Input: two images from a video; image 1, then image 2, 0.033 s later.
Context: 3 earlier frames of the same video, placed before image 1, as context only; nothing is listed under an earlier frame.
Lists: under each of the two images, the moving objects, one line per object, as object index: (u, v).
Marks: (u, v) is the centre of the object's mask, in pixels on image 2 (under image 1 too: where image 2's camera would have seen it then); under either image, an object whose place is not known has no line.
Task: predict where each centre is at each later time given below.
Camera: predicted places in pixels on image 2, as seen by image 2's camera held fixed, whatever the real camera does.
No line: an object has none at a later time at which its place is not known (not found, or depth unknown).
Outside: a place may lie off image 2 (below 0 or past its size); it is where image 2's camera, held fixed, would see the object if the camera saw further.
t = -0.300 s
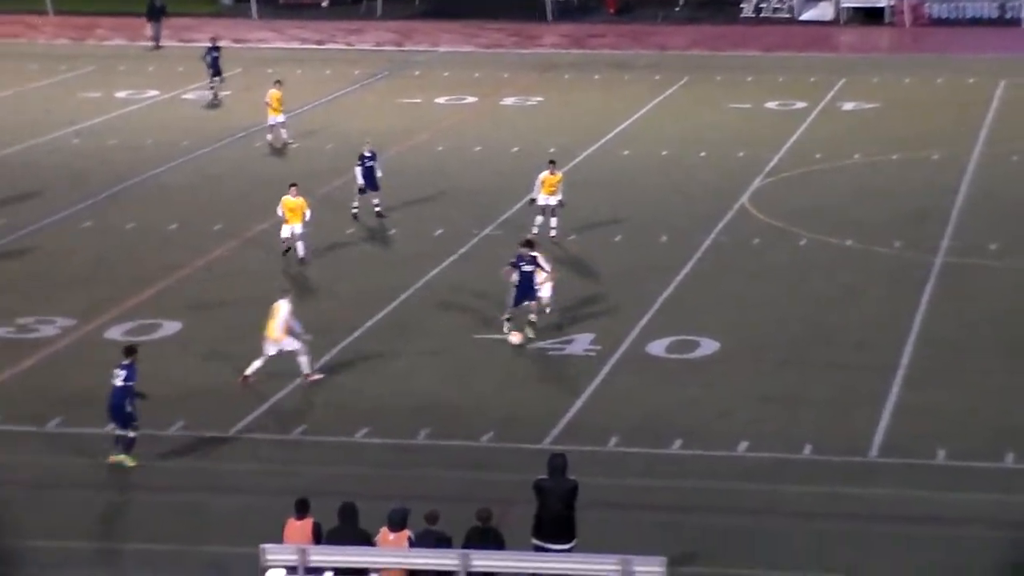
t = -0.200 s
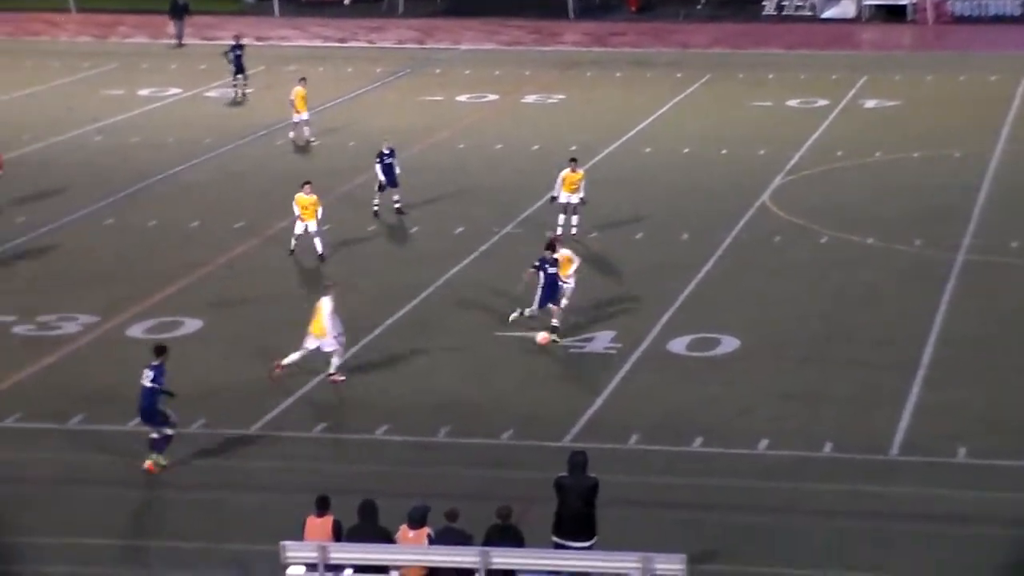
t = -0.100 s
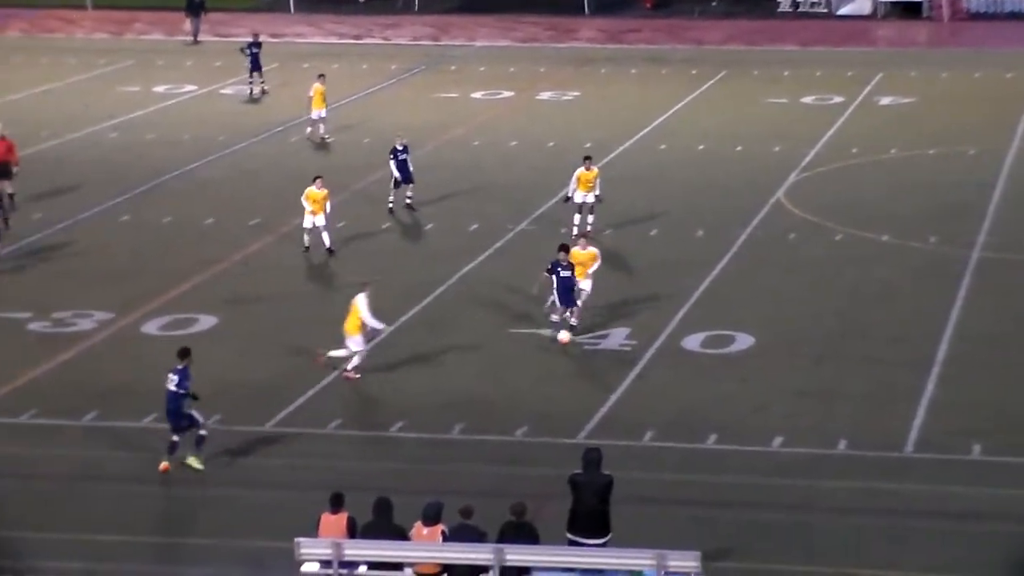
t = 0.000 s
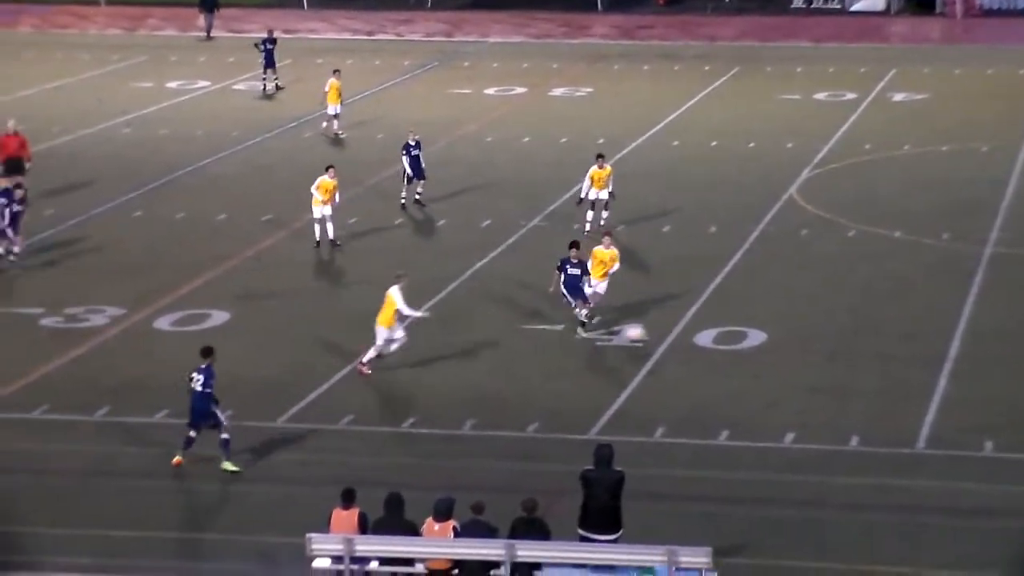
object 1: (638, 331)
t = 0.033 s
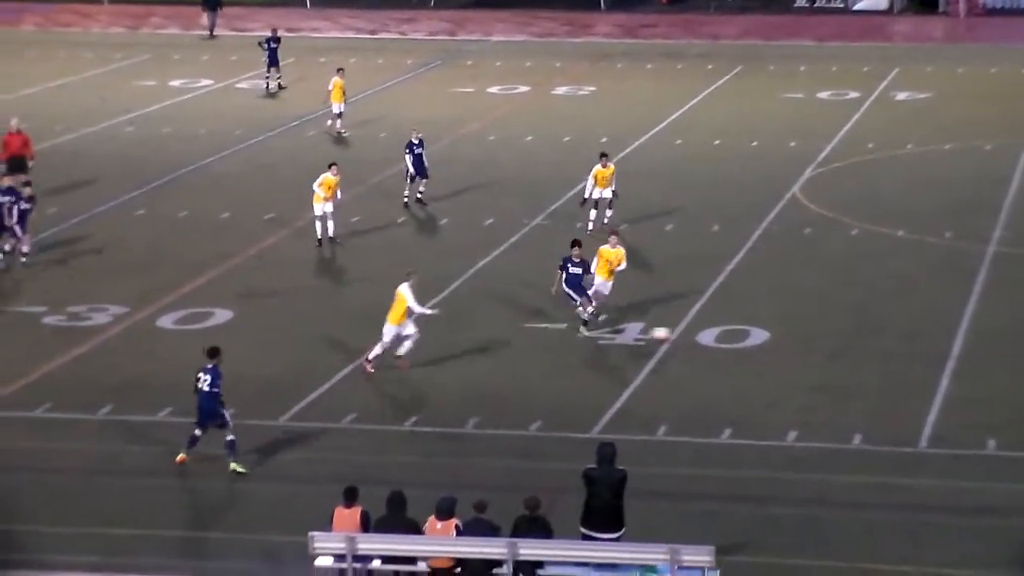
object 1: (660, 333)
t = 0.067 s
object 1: (683, 335)
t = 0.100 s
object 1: (706, 337)
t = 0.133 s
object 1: (729, 338)
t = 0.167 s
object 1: (750, 338)
